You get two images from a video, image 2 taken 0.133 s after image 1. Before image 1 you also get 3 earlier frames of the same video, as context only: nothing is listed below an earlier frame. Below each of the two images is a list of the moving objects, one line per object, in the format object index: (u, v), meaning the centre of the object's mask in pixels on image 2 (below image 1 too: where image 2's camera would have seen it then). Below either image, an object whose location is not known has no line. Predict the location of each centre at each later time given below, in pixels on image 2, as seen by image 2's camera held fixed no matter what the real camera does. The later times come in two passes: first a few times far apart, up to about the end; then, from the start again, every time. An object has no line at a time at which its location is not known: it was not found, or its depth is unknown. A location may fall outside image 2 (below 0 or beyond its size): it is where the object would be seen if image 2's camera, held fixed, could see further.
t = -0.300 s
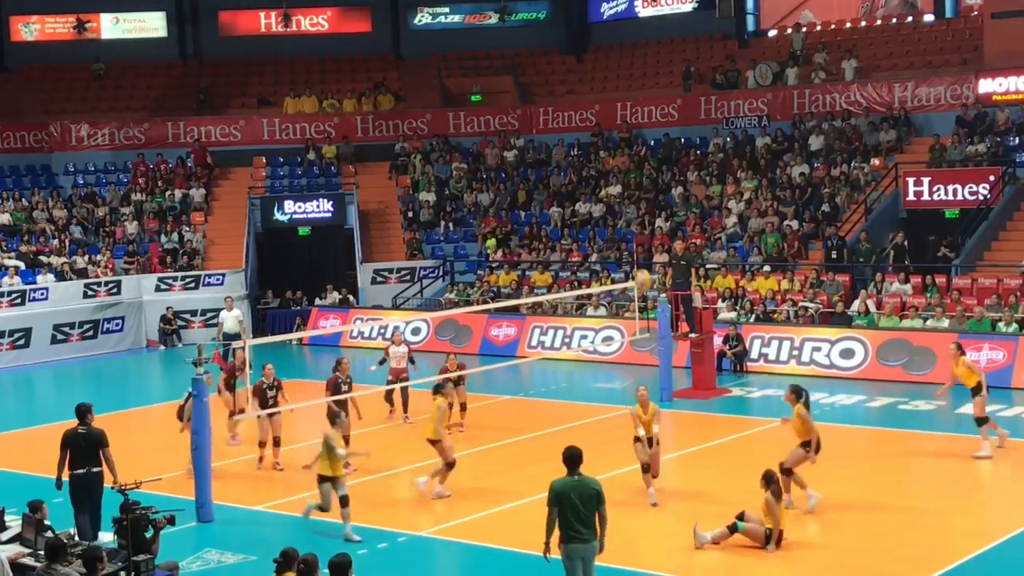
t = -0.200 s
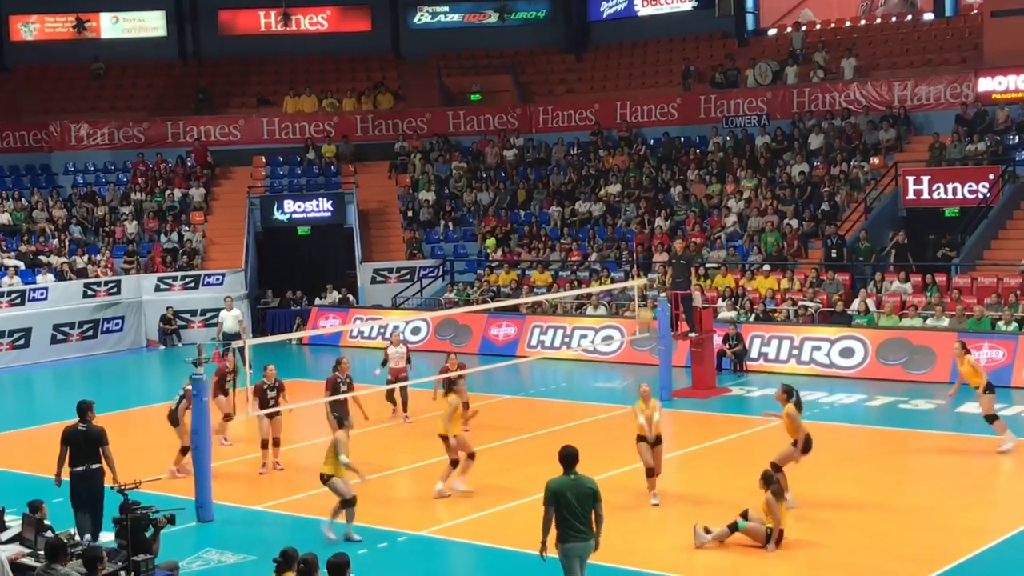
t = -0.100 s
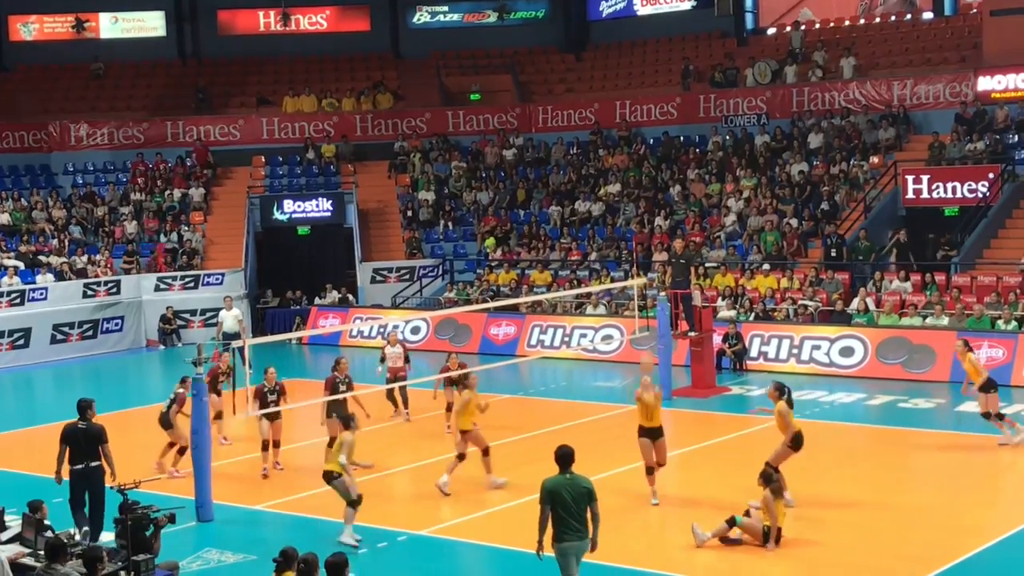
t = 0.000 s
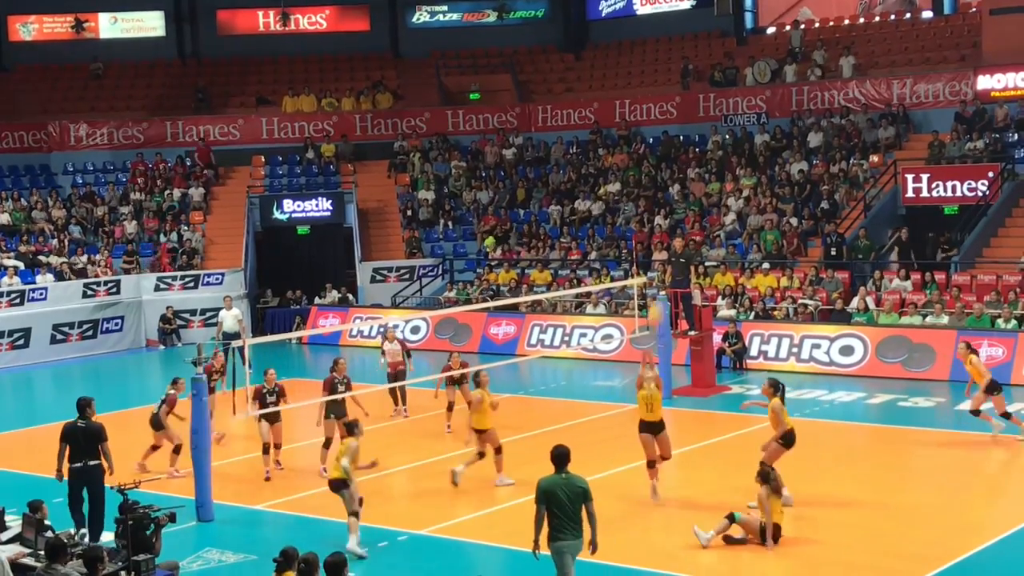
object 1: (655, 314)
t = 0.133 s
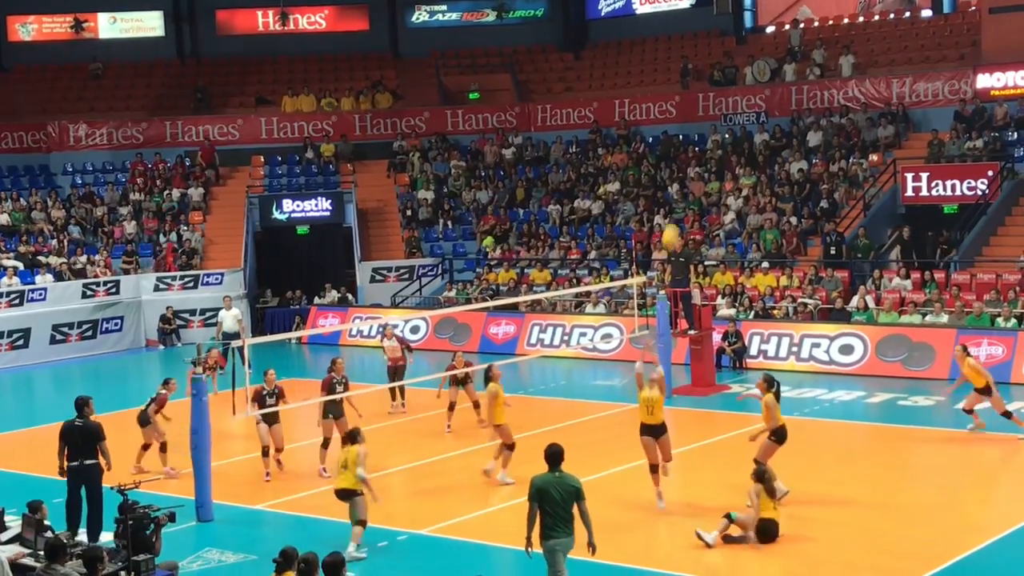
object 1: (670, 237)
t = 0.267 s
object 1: (685, 177)
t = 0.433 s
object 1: (706, 125)
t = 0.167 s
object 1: (674, 220)
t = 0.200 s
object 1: (678, 206)
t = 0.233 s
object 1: (681, 191)
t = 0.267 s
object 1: (685, 177)
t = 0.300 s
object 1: (690, 164)
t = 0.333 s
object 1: (694, 154)
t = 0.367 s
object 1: (697, 144)
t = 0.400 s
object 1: (701, 133)
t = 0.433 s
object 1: (706, 125)
